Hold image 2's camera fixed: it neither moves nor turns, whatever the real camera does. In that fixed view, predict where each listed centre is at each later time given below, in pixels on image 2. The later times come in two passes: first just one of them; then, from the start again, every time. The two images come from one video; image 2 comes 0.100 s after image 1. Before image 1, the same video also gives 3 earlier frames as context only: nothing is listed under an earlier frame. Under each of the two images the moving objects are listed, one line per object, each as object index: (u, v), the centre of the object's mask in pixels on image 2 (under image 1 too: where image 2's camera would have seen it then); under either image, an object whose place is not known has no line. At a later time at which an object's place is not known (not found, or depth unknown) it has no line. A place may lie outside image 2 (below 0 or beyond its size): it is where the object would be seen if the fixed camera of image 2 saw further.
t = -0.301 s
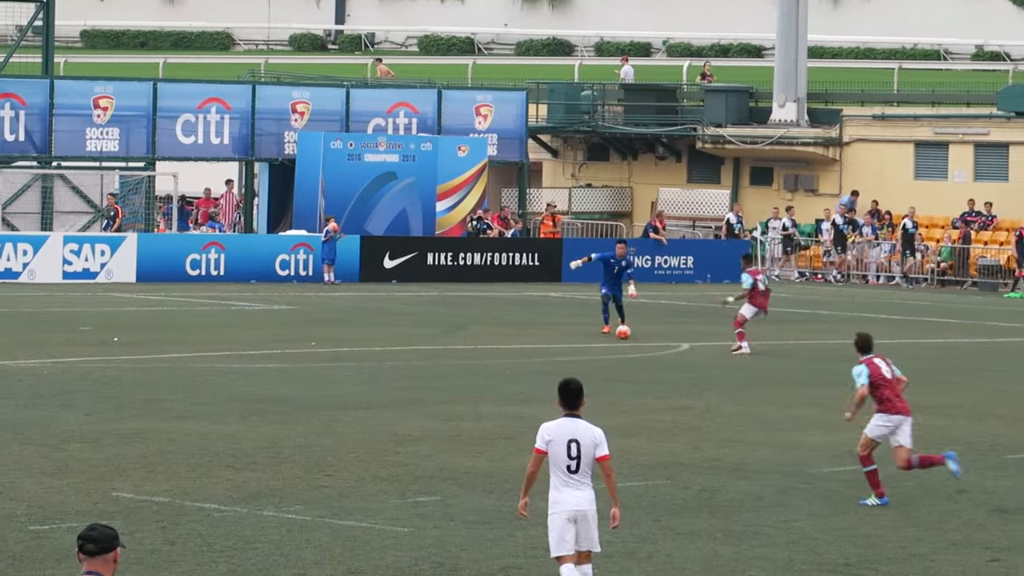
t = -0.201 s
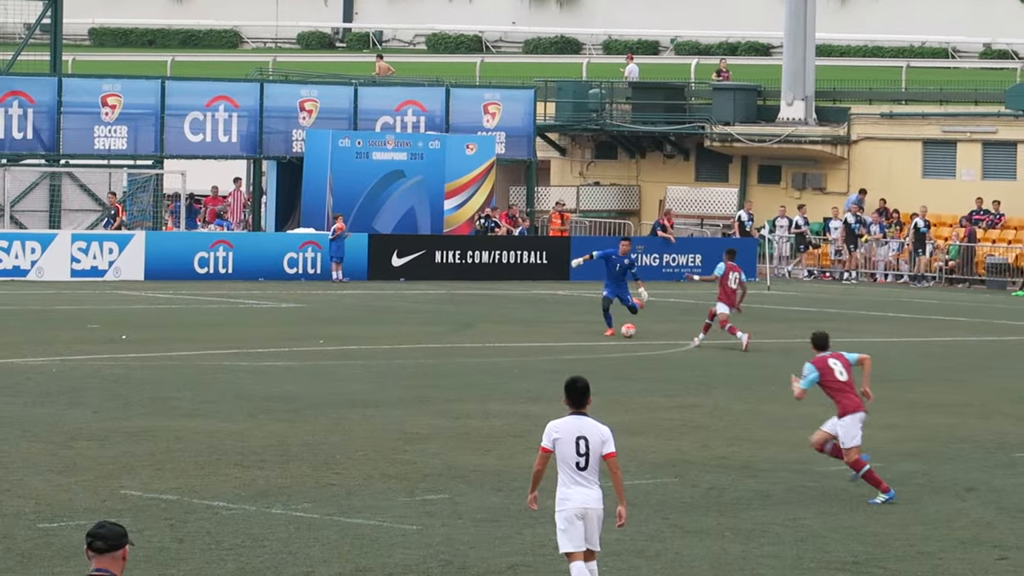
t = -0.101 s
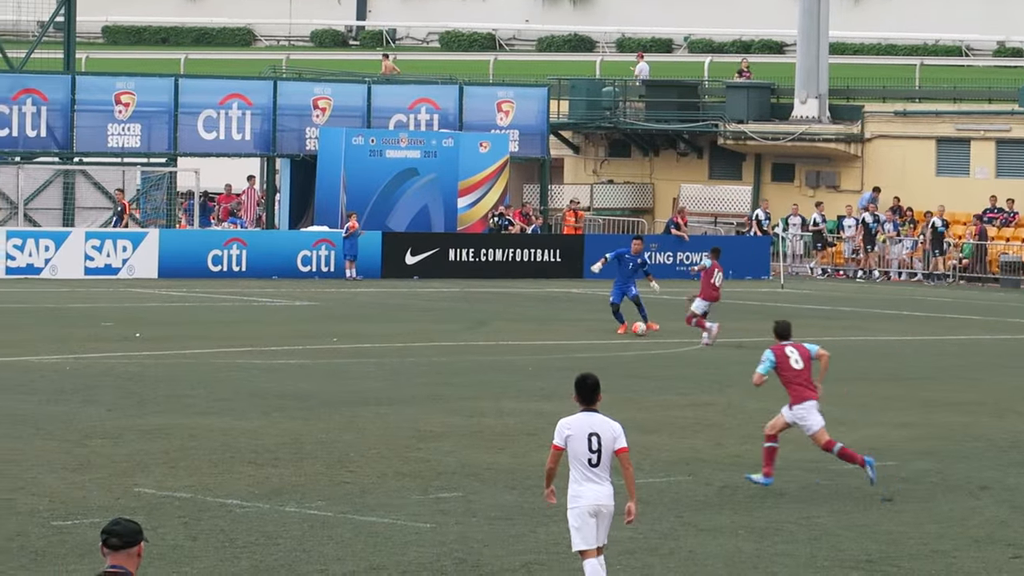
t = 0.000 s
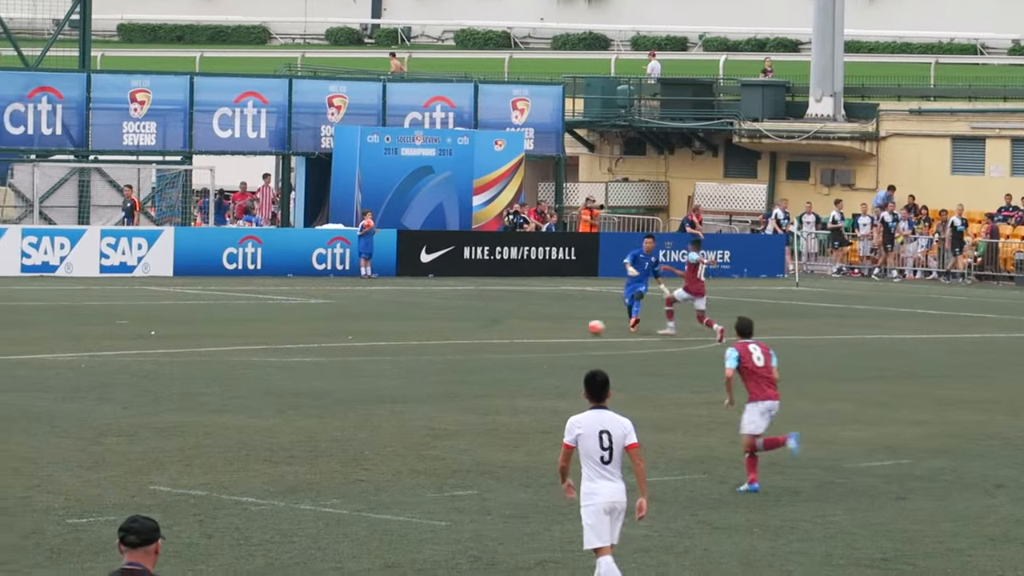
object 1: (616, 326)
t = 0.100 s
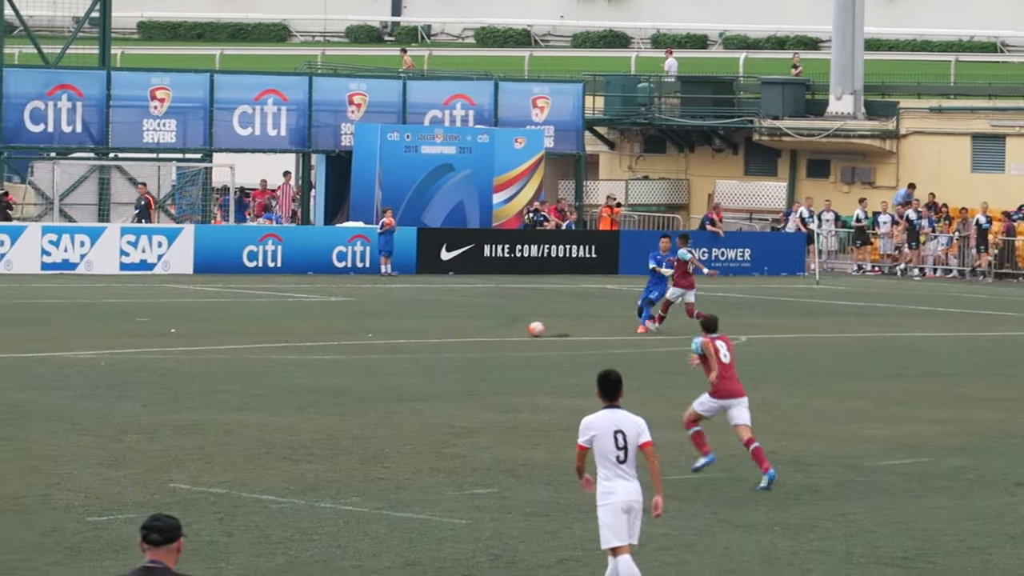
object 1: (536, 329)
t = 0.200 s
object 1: (461, 330)
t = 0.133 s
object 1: (510, 329)
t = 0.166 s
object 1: (484, 331)
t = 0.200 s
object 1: (461, 330)
